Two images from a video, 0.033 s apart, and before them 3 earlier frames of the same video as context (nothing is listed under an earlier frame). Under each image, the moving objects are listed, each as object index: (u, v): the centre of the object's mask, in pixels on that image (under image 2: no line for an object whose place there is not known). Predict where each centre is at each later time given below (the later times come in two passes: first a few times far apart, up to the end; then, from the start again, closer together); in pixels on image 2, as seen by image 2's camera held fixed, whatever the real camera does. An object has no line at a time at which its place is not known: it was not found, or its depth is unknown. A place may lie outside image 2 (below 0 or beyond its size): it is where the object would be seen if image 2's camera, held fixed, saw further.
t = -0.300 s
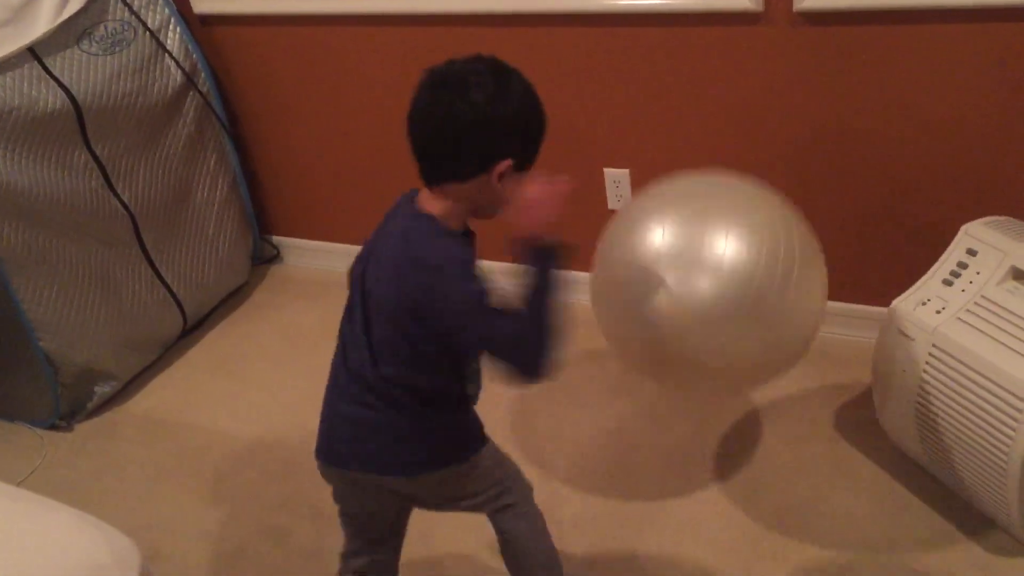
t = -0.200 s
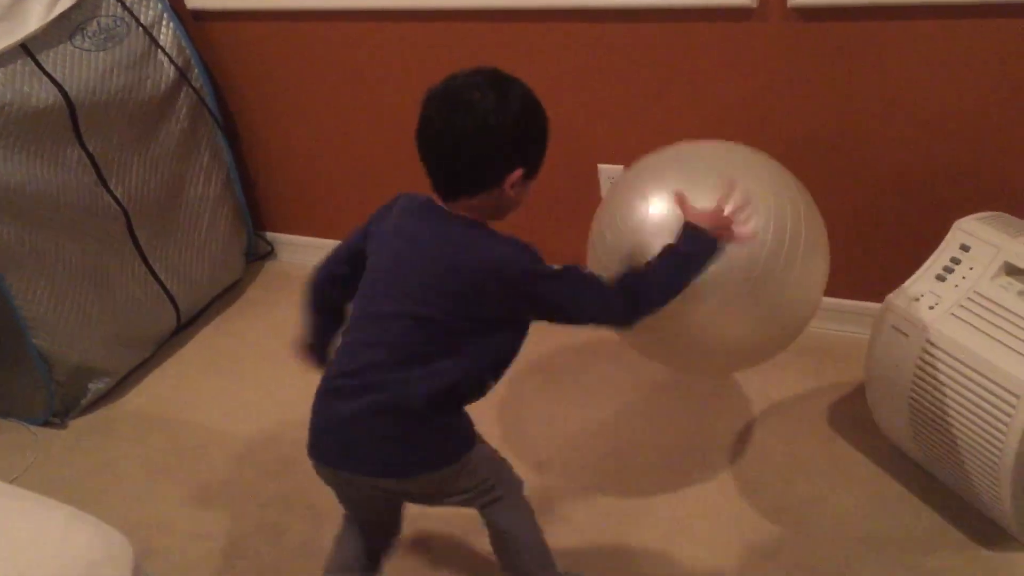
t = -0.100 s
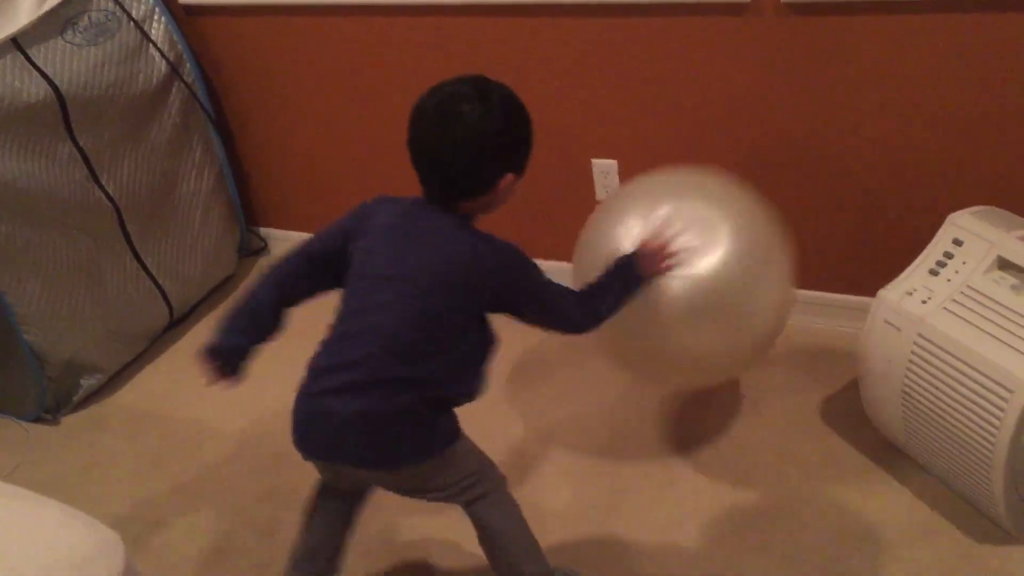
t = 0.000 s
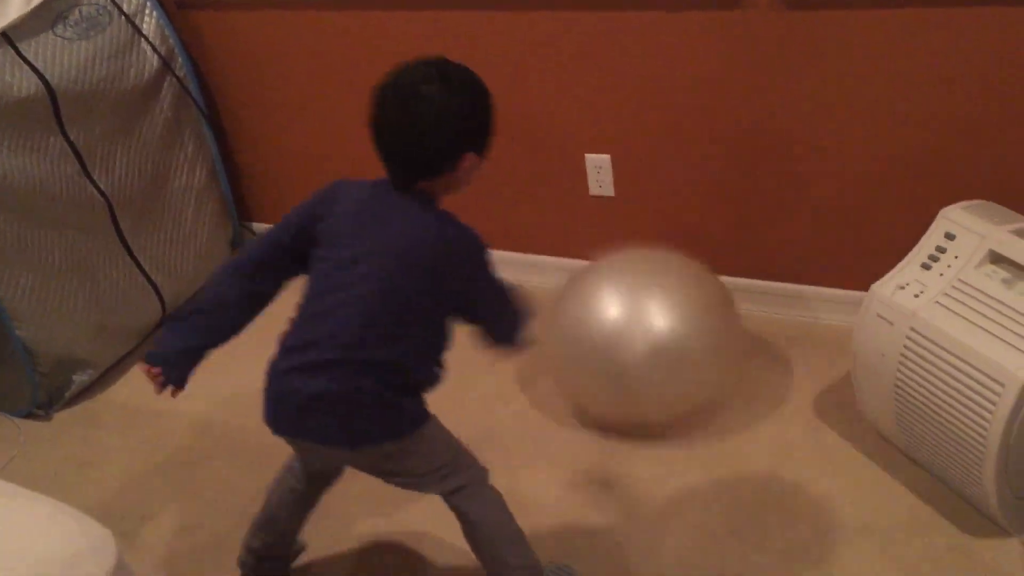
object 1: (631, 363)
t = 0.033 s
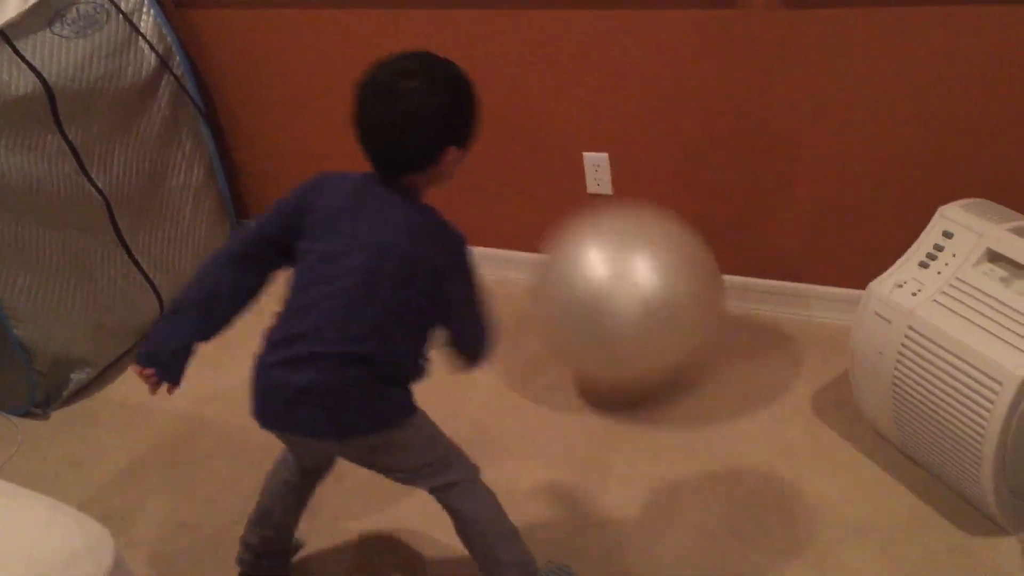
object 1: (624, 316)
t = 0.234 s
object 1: (547, 140)
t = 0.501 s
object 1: (474, 136)
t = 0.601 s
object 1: (458, 203)
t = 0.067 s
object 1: (608, 279)
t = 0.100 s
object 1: (595, 241)
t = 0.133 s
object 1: (583, 209)
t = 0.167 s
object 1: (571, 183)
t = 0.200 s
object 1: (558, 160)
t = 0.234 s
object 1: (547, 140)
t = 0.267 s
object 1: (537, 124)
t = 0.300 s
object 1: (526, 114)
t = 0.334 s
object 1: (518, 102)
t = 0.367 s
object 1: (512, 105)
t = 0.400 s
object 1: (502, 103)
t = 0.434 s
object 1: (493, 108)
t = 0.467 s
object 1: (483, 122)
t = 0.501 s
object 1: (474, 136)
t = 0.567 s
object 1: (462, 176)
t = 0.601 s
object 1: (458, 203)
